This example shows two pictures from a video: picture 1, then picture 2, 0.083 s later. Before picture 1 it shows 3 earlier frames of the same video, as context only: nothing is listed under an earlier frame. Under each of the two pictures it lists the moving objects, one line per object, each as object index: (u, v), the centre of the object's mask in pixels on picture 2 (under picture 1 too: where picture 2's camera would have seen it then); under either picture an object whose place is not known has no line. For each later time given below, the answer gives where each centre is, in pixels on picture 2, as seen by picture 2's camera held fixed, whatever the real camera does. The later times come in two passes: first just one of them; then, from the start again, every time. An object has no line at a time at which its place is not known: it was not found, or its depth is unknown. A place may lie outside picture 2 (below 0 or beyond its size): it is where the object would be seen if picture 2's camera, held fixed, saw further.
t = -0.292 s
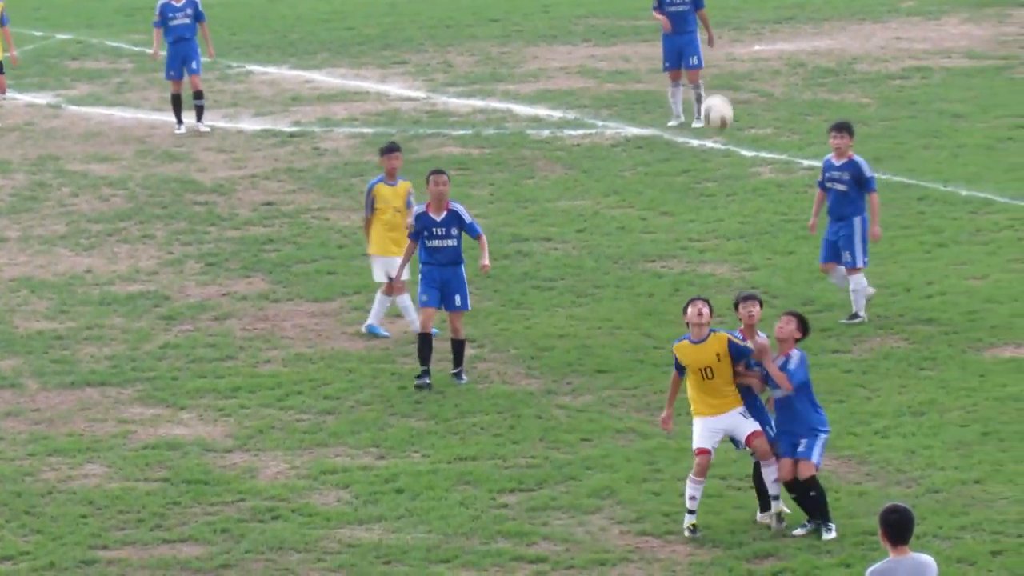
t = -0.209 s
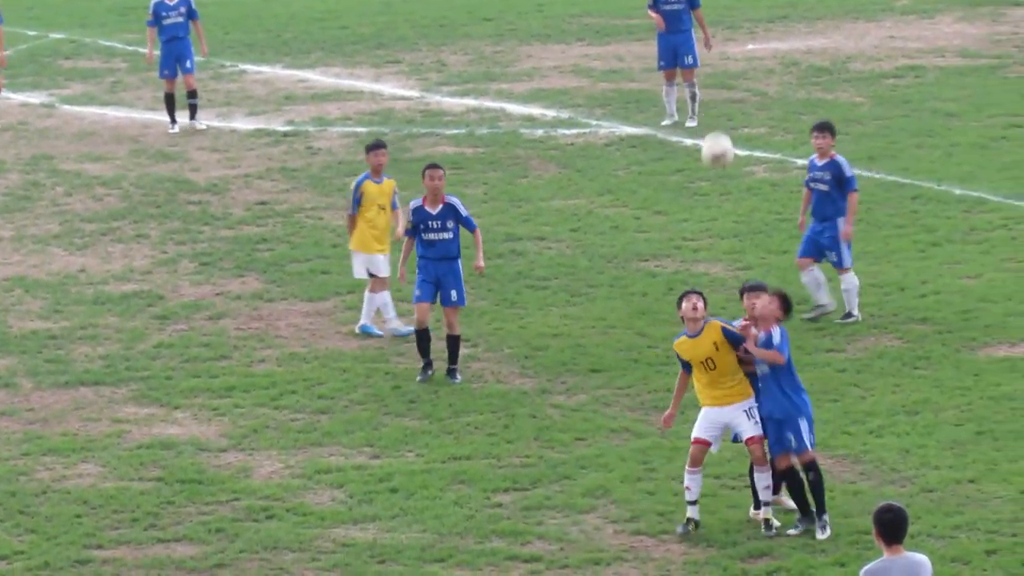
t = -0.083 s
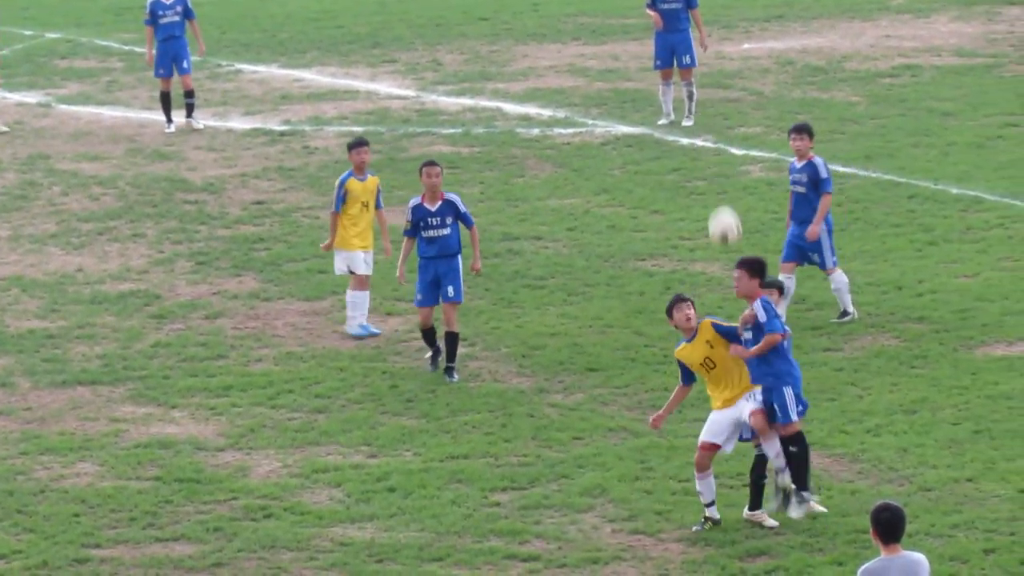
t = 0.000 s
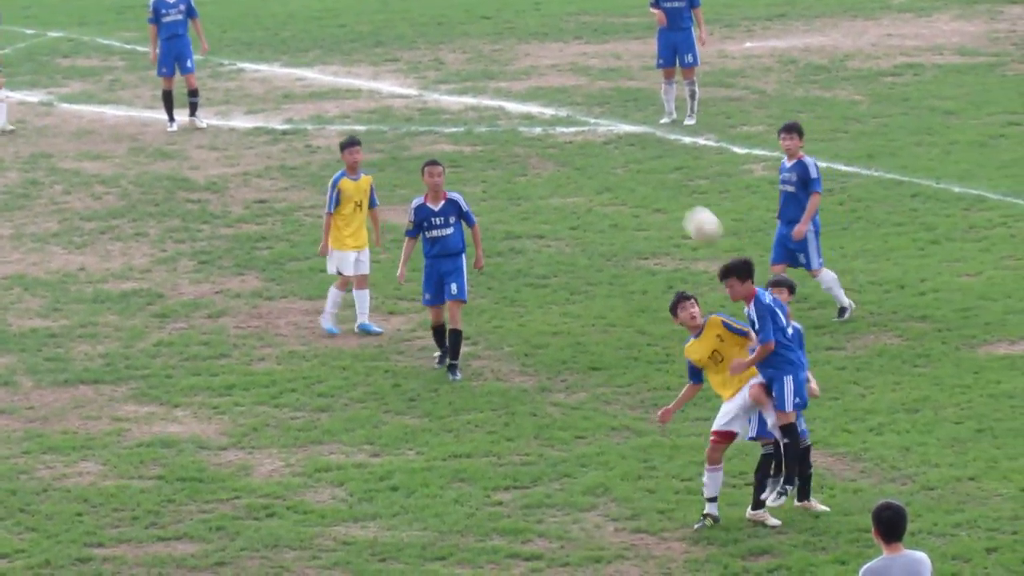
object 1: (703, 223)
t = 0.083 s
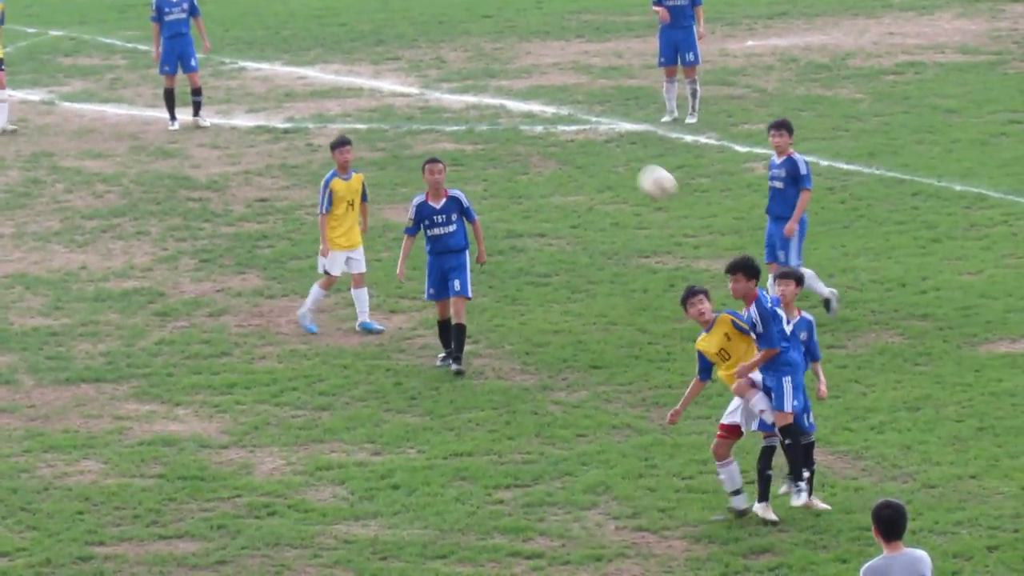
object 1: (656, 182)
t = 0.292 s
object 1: (538, 121)
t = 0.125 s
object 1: (633, 165)
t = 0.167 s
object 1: (609, 151)
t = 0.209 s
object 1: (586, 139)
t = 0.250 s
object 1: (562, 130)
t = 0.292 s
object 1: (538, 121)
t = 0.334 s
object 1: (515, 119)
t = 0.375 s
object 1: (492, 115)
